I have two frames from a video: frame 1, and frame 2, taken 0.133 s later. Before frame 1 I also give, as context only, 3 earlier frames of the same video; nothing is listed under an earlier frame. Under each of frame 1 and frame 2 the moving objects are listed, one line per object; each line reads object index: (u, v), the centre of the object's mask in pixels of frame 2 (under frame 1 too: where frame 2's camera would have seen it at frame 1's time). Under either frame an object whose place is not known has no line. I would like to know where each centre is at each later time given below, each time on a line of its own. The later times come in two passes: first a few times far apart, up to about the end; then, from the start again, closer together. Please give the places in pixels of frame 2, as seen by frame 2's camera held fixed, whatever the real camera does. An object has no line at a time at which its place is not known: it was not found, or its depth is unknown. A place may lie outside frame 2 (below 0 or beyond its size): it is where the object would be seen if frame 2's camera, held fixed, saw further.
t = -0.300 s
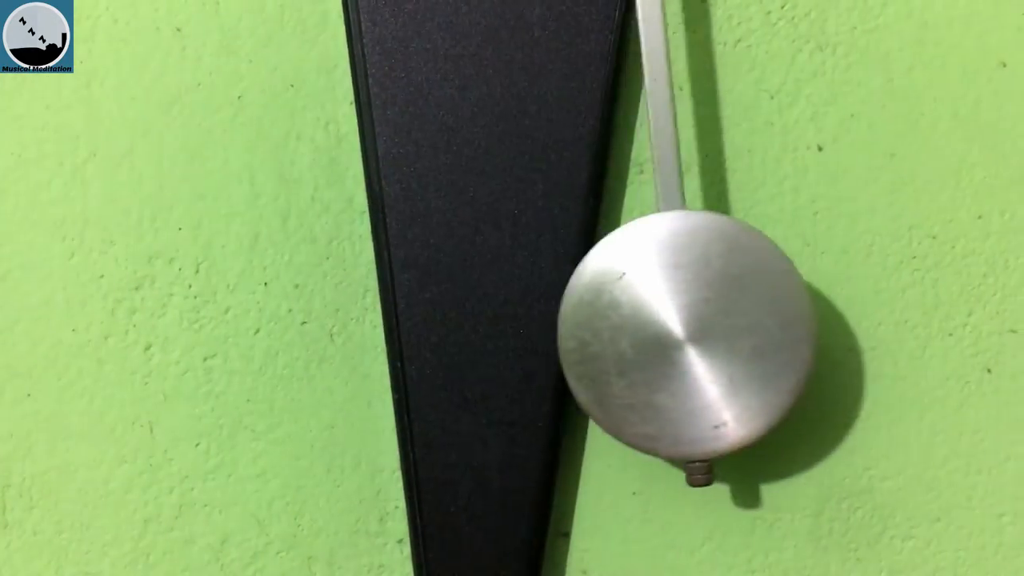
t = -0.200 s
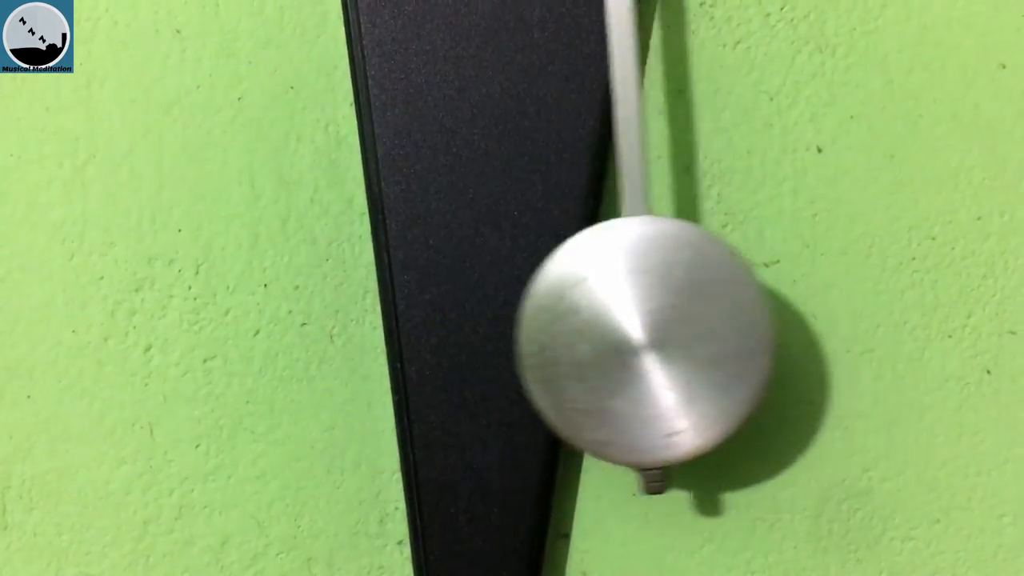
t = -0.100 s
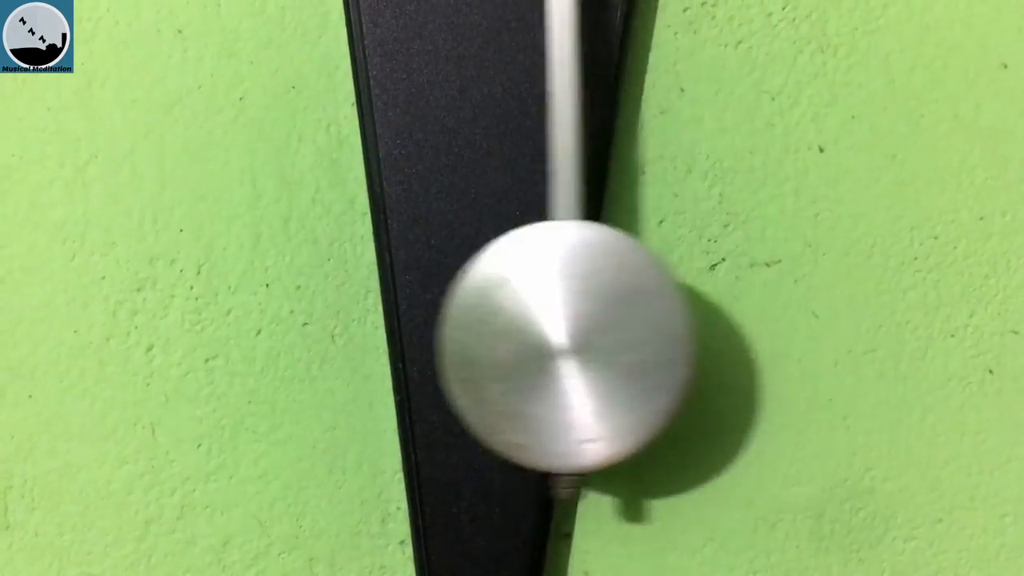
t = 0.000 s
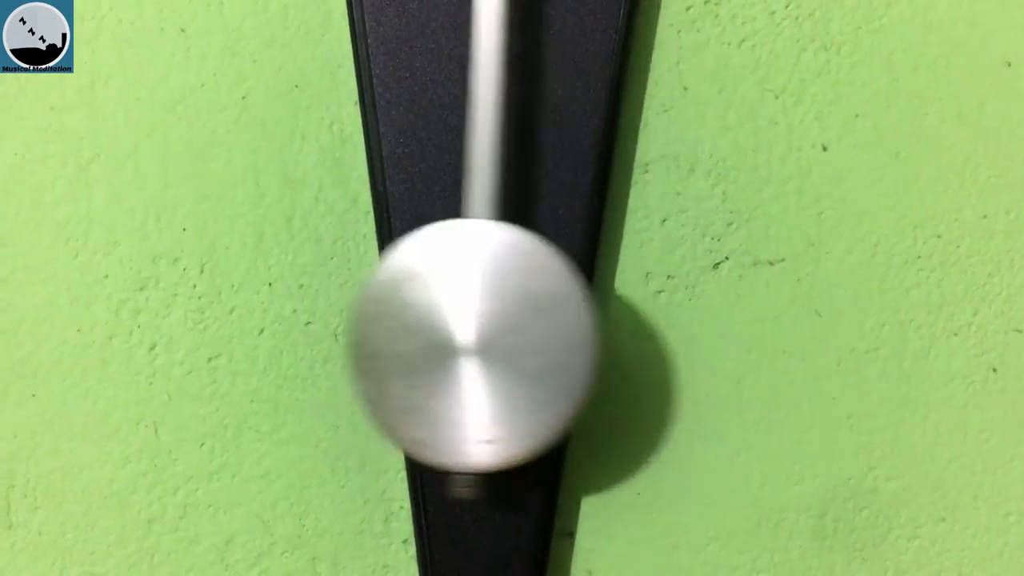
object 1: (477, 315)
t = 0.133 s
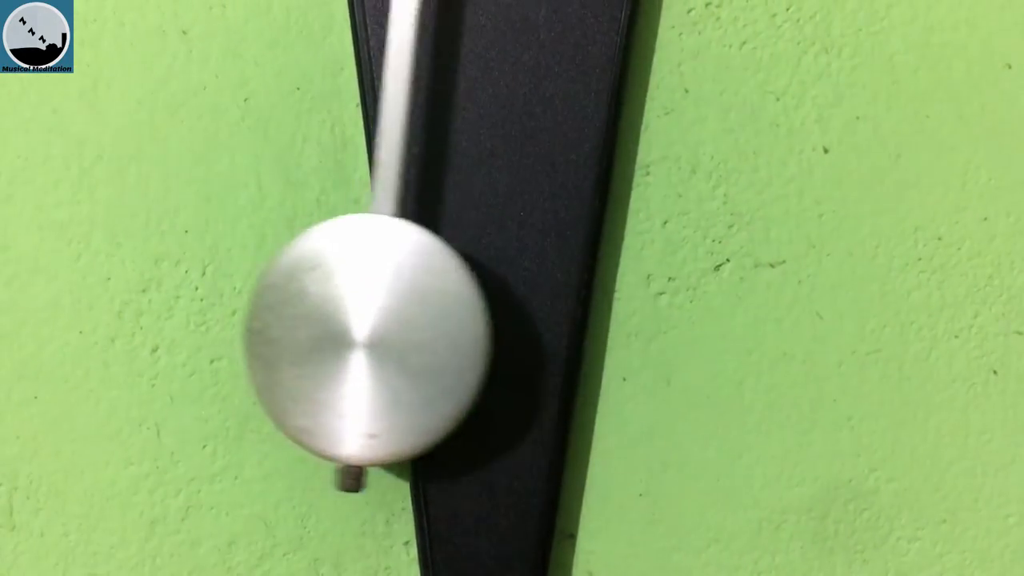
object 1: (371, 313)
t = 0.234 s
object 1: (335, 312)
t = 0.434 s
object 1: (415, 311)
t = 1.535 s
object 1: (351, 315)
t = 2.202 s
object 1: (611, 314)
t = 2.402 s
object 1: (428, 313)
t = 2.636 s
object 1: (323, 314)
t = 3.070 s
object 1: (652, 312)
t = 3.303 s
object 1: (668, 313)
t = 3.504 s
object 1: (502, 315)
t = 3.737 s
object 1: (325, 314)
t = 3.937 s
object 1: (379, 313)
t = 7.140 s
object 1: (416, 313)
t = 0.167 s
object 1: (353, 313)
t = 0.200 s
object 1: (341, 312)
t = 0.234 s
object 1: (335, 312)
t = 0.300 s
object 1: (340, 312)
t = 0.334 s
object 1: (351, 312)
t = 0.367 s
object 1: (368, 312)
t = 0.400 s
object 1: (389, 312)
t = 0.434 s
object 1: (415, 311)
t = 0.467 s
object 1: (443, 312)
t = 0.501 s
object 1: (474, 310)
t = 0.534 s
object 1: (504, 312)
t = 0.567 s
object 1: (535, 314)
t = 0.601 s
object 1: (567, 315)
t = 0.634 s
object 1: (596, 315)
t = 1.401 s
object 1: (328, 312)
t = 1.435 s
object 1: (325, 313)
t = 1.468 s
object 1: (327, 313)
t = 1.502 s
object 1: (336, 314)
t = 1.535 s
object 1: (351, 315)
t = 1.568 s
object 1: (370, 316)
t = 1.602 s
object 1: (395, 316)
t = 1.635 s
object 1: (424, 316)
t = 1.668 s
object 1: (454, 316)
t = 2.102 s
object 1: (674, 313)
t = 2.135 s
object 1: (657, 313)
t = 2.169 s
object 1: (636, 313)
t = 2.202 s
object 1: (611, 314)
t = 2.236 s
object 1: (582, 313)
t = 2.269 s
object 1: (552, 314)
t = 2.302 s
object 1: (520, 314)
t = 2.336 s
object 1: (491, 313)
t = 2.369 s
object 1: (460, 313)
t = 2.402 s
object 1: (428, 313)
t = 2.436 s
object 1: (400, 313)
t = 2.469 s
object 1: (374, 314)
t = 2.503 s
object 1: (353, 314)
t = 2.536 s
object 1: (336, 314)
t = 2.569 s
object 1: (325, 314)
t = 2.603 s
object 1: (320, 314)
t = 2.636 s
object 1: (323, 314)
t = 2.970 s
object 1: (572, 314)
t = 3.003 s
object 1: (602, 312)
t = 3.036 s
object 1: (629, 312)
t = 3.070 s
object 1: (652, 312)
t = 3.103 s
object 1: (672, 312)
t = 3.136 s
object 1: (685, 311)
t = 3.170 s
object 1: (693, 311)
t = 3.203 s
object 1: (695, 311)
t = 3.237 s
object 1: (692, 311)
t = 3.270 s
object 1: (683, 313)
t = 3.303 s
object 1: (668, 313)
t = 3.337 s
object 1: (647, 314)
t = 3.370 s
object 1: (623, 313)
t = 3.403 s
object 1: (594, 314)
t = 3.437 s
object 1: (564, 314)
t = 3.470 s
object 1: (532, 315)
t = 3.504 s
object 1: (502, 315)
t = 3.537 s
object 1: (469, 314)
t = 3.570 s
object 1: (438, 315)
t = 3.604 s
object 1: (407, 314)
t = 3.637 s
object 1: (380, 314)
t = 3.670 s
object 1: (356, 315)
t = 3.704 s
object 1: (338, 315)
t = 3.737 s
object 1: (325, 314)
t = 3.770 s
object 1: (319, 314)
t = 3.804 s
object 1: (319, 314)
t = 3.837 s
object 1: (325, 314)
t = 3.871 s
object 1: (338, 314)
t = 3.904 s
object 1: (356, 313)
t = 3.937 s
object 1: (379, 313)
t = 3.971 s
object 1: (406, 311)
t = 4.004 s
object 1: (436, 312)
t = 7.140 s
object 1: (416, 313)
